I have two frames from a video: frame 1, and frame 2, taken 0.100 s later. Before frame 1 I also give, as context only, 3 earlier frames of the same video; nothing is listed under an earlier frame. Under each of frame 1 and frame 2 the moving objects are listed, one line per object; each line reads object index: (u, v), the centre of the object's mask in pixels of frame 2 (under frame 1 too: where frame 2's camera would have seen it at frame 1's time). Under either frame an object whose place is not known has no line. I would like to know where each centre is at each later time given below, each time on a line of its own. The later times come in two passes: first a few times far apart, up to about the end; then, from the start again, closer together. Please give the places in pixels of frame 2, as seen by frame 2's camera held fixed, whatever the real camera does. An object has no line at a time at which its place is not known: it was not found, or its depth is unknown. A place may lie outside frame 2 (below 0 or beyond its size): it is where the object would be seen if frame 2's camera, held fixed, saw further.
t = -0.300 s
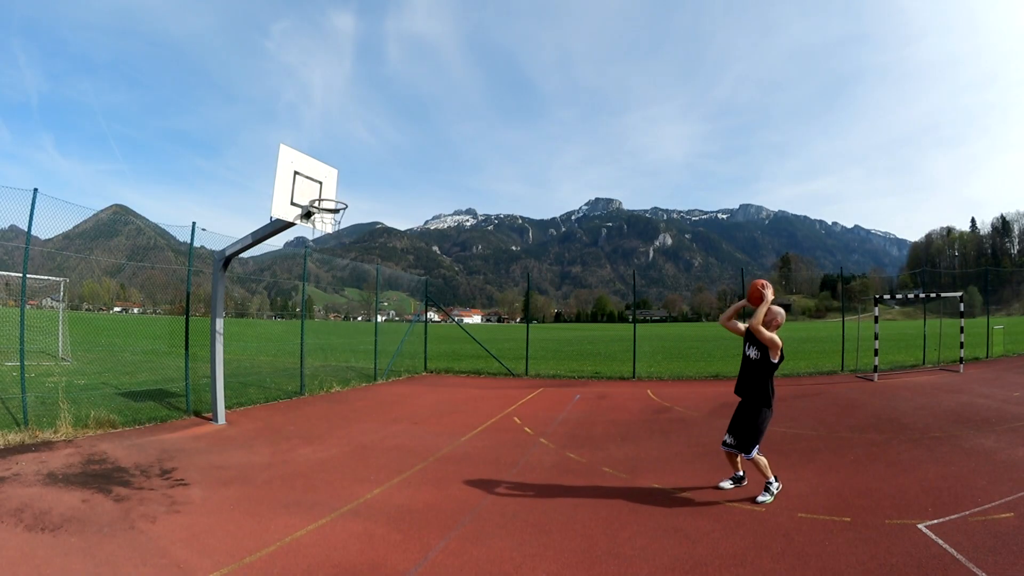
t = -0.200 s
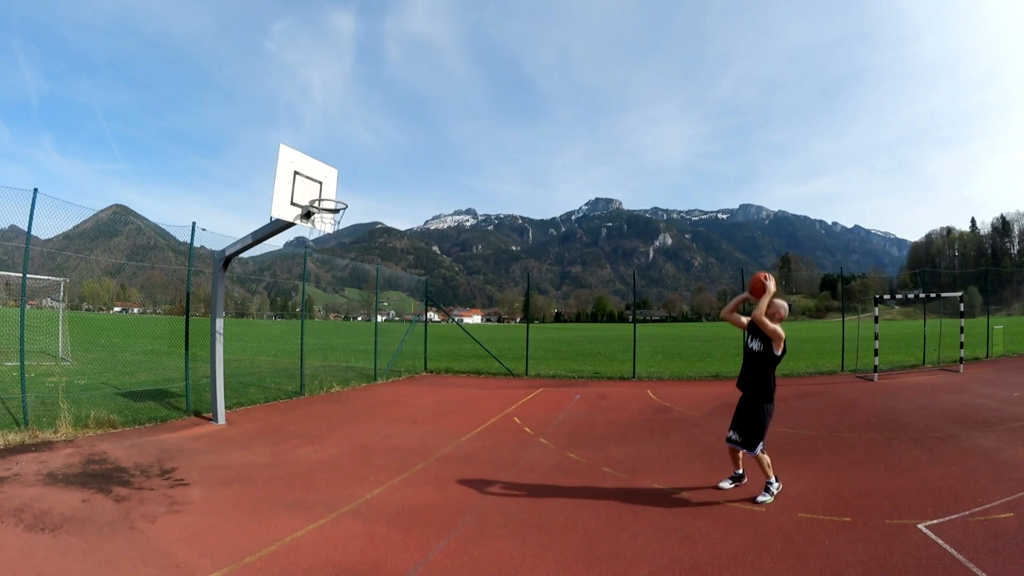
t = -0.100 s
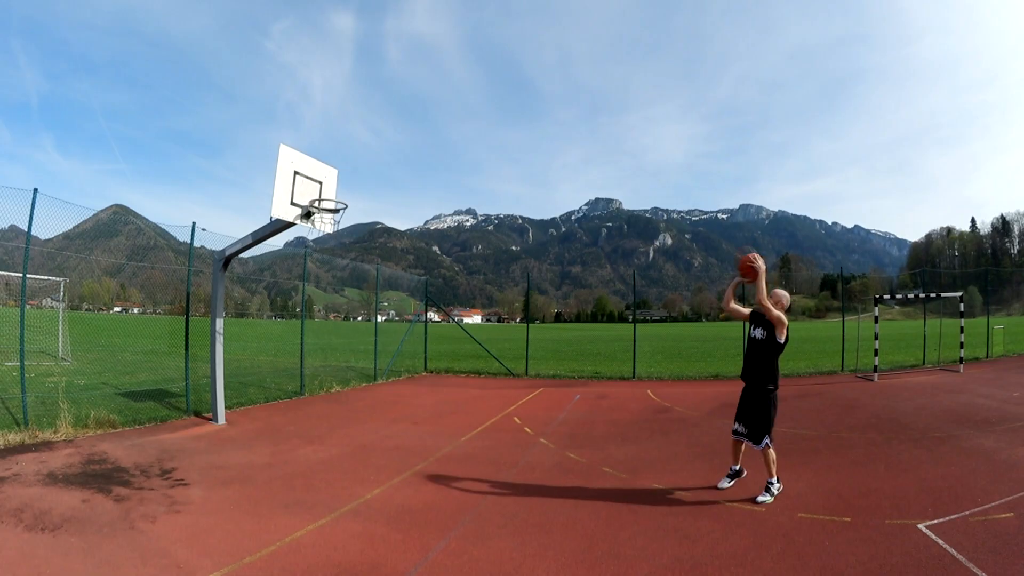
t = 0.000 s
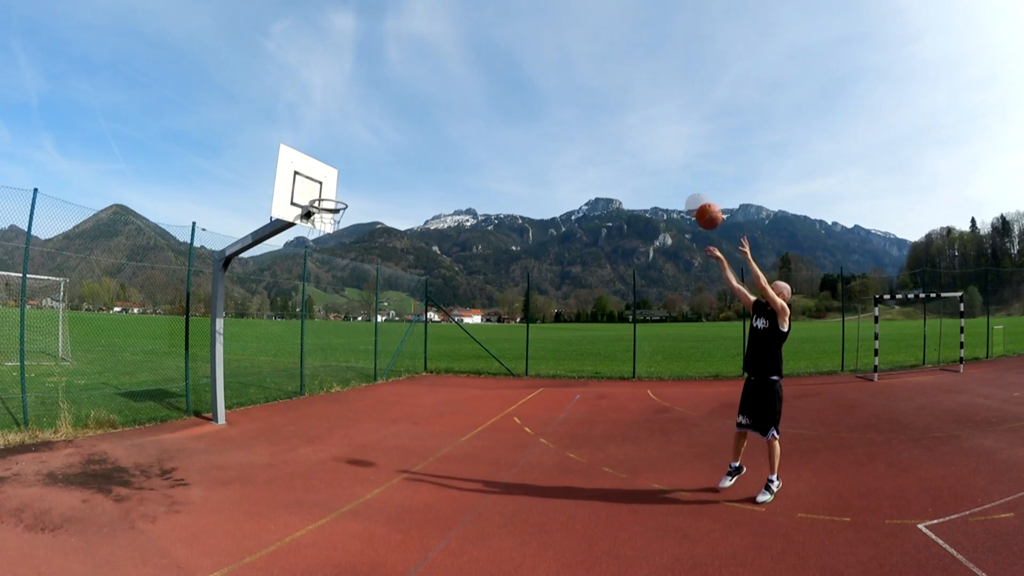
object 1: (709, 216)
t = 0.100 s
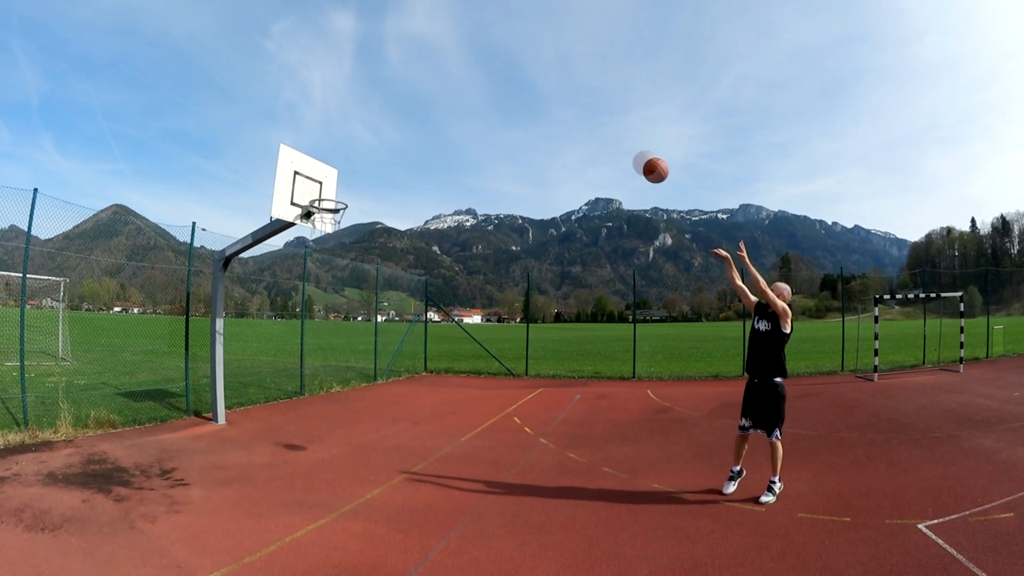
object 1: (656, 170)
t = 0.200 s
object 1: (605, 139)
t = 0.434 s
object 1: (499, 114)
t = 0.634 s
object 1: (424, 135)
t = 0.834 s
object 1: (359, 188)
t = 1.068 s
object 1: (383, 265)
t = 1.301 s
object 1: (435, 403)
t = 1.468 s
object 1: (481, 432)
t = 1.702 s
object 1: (541, 321)
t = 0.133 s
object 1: (635, 156)
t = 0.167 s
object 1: (620, 146)
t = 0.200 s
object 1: (605, 139)
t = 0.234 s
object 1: (586, 130)
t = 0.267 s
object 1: (572, 125)
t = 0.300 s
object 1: (558, 121)
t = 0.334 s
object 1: (541, 117)
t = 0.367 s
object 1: (528, 115)
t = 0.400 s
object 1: (515, 114)
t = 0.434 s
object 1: (499, 114)
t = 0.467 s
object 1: (486, 116)
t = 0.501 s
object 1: (475, 117)
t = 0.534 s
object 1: (460, 121)
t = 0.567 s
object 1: (452, 124)
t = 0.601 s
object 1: (438, 129)
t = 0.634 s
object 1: (424, 135)
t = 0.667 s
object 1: (416, 140)
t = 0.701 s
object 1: (403, 149)
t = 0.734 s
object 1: (391, 158)
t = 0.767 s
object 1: (383, 164)
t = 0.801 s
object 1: (371, 176)
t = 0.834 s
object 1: (359, 188)
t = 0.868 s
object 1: (352, 196)
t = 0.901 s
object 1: (350, 205)
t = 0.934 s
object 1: (357, 215)
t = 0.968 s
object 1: (364, 227)
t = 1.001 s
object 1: (368, 234)
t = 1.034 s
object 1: (375, 249)
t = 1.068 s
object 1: (383, 265)
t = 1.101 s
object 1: (388, 275)
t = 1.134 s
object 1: (396, 296)
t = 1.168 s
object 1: (405, 319)
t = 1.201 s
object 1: (410, 331)
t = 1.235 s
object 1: (420, 358)
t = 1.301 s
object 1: (435, 403)
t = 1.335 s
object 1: (447, 435)
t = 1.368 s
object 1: (458, 471)
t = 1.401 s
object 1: (463, 477)
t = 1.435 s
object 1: (472, 454)
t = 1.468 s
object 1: (481, 432)
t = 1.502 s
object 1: (486, 421)
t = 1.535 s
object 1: (497, 400)
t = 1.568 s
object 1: (508, 379)
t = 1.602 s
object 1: (513, 368)
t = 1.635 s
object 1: (524, 349)
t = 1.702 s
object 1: (541, 321)
